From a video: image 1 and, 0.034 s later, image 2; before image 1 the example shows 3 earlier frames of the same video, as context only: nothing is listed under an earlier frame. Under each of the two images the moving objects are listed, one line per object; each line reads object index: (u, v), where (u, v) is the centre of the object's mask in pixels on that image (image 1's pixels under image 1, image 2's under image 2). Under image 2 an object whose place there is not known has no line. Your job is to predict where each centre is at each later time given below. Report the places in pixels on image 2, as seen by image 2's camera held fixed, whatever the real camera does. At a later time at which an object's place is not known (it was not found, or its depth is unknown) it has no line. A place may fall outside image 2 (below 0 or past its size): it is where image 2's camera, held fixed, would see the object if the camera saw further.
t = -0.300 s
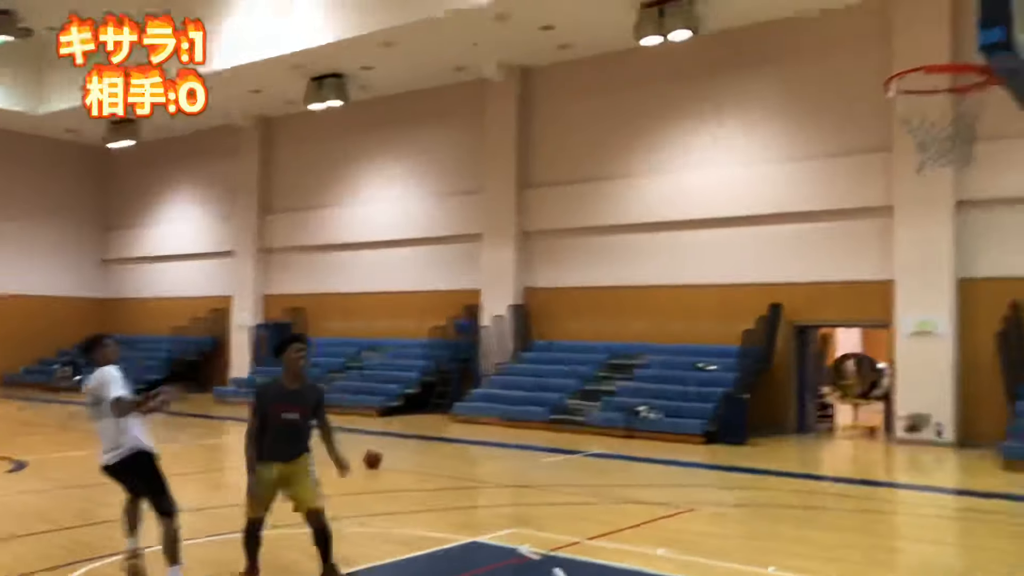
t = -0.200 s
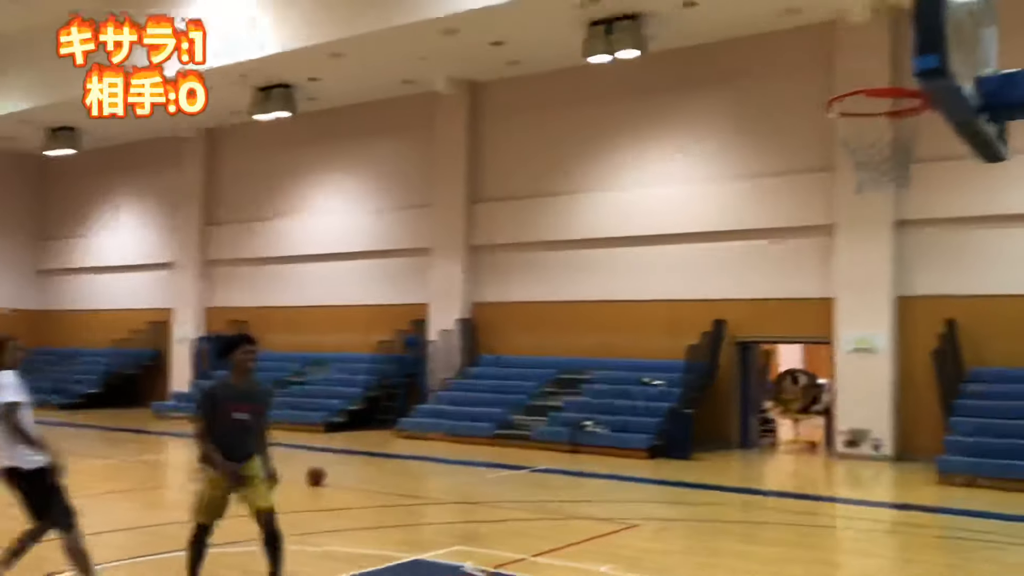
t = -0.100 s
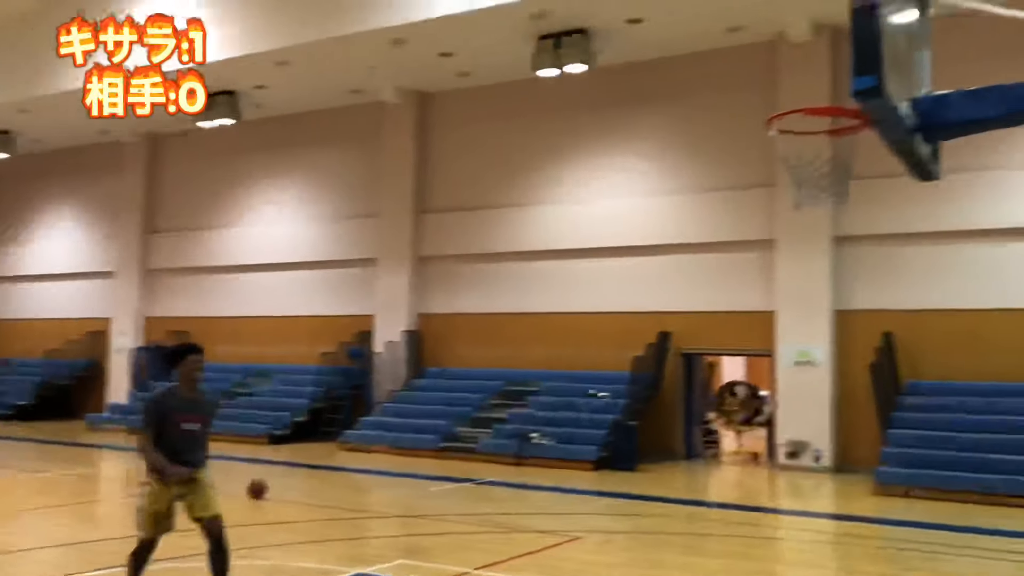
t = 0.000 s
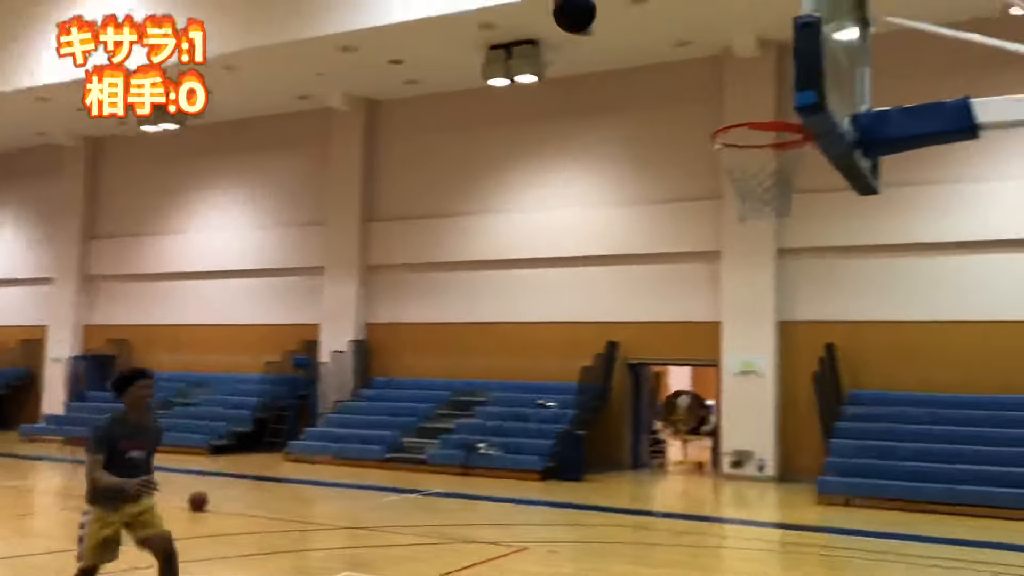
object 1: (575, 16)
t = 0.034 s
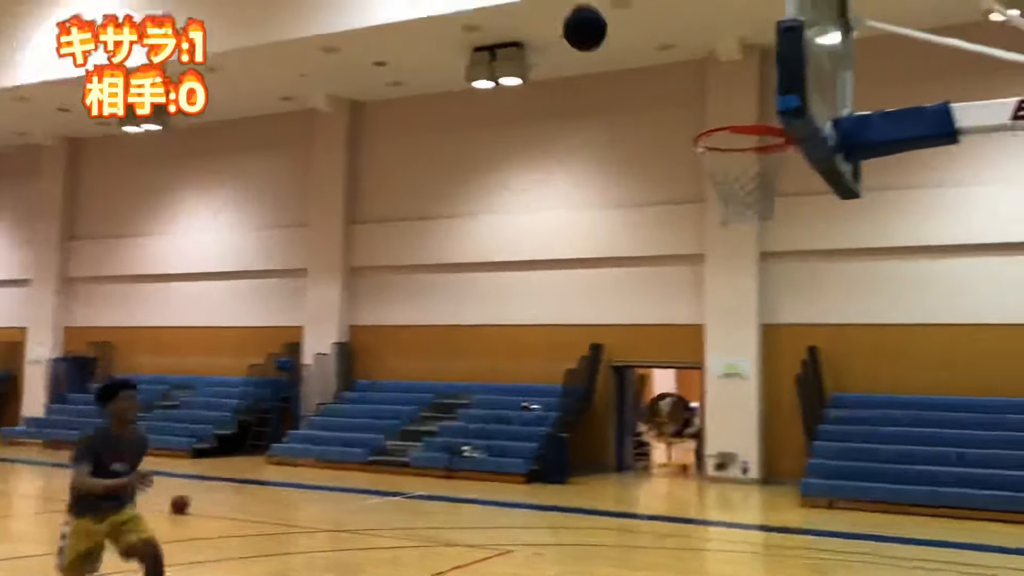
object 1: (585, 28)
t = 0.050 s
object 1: (601, 37)
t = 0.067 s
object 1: (615, 45)
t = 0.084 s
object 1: (628, 54)
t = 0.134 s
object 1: (670, 86)
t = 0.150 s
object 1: (684, 98)
